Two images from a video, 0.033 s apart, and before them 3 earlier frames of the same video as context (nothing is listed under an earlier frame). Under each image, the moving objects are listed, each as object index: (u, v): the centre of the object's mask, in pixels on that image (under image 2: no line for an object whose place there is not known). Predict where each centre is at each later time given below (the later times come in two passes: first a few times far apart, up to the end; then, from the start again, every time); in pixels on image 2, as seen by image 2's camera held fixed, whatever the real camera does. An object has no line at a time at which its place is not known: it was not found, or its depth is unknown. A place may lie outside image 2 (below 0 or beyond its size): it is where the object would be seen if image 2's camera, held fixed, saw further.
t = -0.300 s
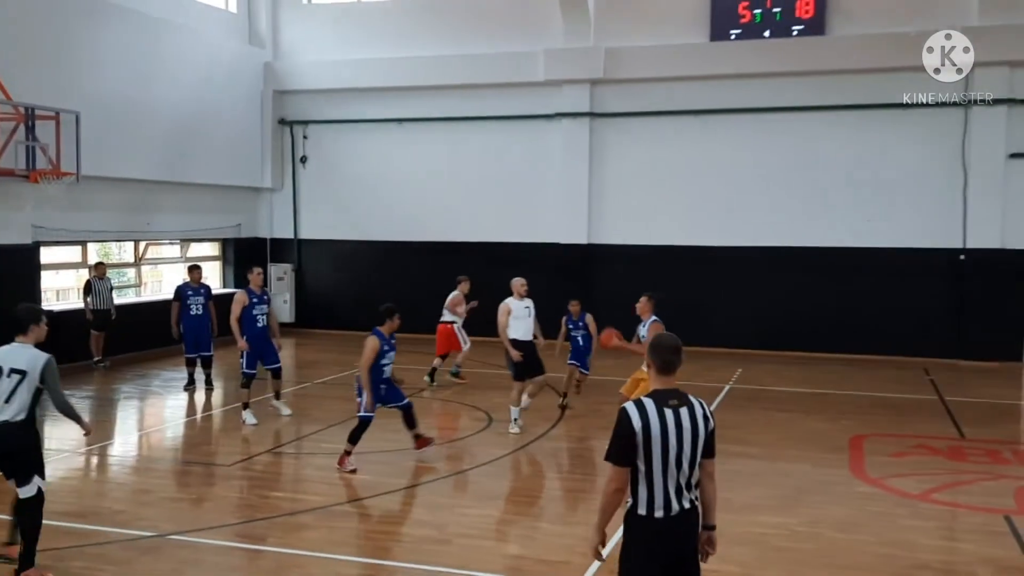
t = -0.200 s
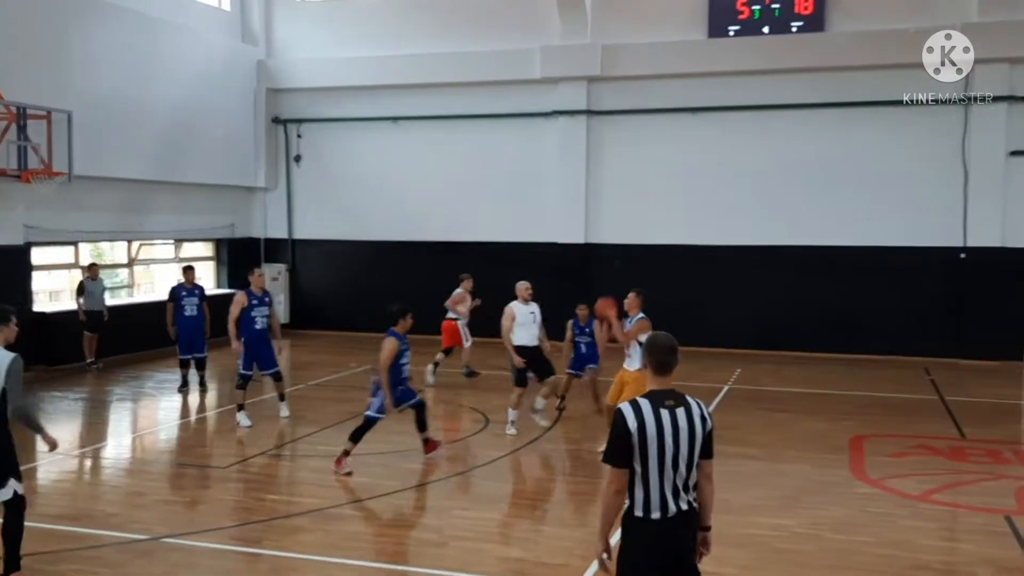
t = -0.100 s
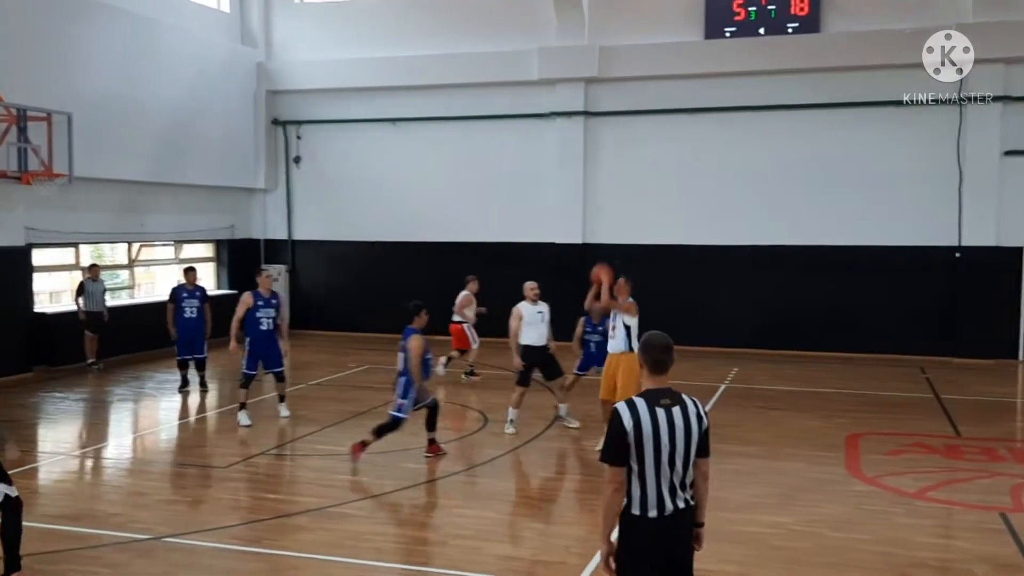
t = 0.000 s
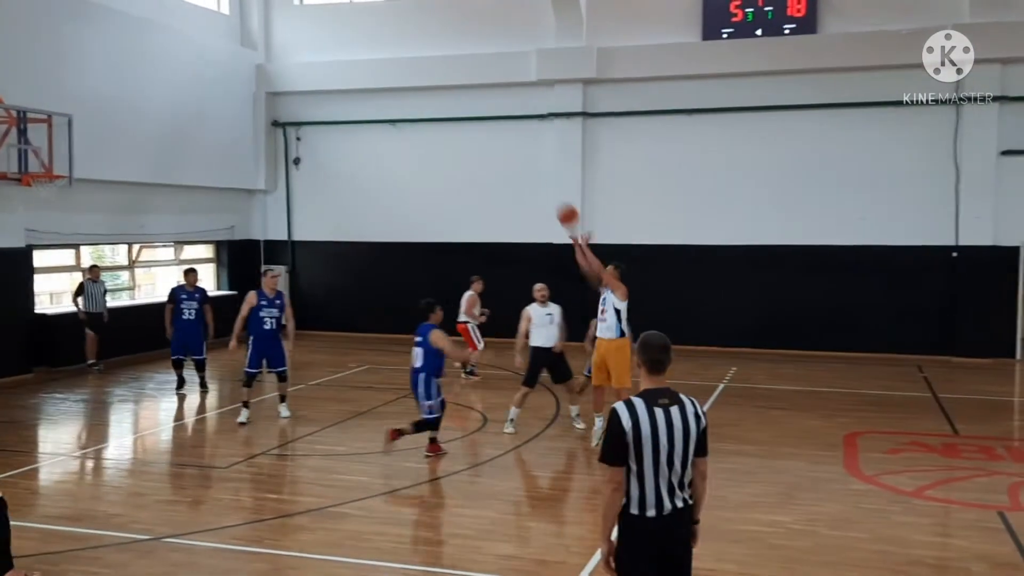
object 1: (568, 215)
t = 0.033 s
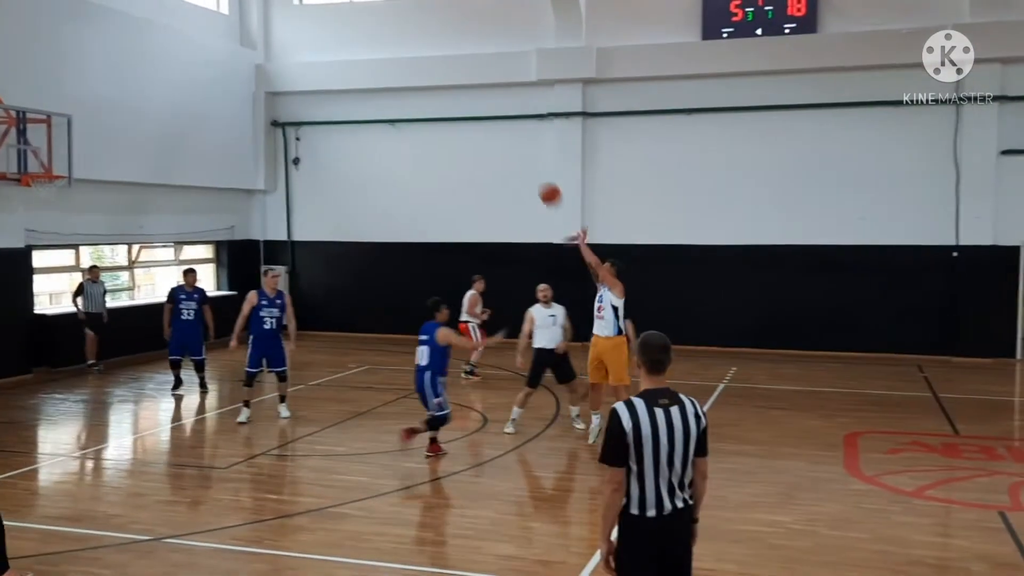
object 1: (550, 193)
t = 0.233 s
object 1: (451, 92)
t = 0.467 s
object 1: (349, 24)
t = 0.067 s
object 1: (532, 173)
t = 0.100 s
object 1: (516, 155)
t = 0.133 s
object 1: (499, 137)
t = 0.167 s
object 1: (483, 121)
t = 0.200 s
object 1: (466, 105)
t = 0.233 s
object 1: (451, 92)
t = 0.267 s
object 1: (435, 79)
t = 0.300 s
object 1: (420, 67)
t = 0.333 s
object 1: (405, 56)
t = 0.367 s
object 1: (390, 47)
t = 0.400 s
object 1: (376, 38)
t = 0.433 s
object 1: (362, 31)
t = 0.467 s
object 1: (349, 24)
